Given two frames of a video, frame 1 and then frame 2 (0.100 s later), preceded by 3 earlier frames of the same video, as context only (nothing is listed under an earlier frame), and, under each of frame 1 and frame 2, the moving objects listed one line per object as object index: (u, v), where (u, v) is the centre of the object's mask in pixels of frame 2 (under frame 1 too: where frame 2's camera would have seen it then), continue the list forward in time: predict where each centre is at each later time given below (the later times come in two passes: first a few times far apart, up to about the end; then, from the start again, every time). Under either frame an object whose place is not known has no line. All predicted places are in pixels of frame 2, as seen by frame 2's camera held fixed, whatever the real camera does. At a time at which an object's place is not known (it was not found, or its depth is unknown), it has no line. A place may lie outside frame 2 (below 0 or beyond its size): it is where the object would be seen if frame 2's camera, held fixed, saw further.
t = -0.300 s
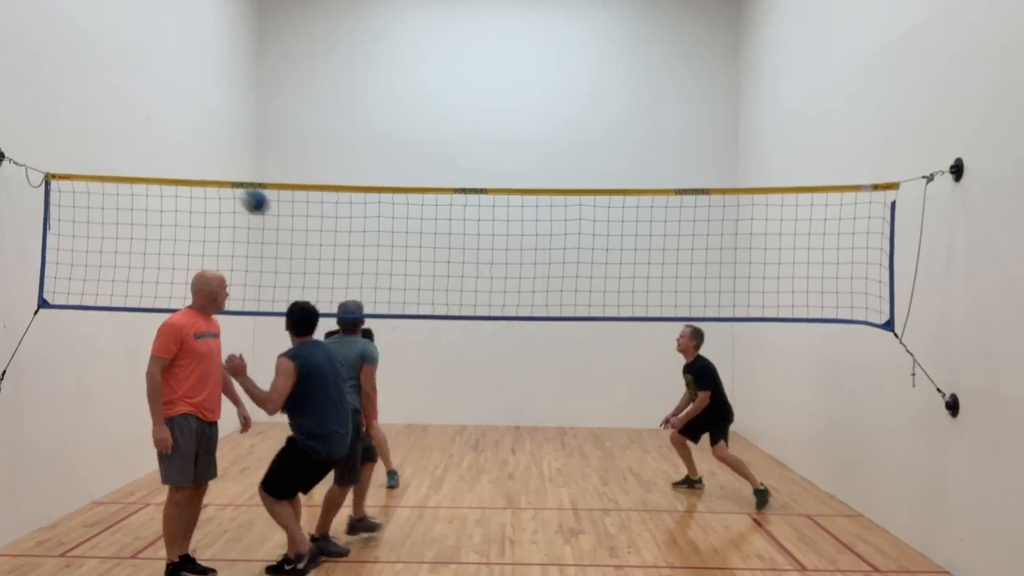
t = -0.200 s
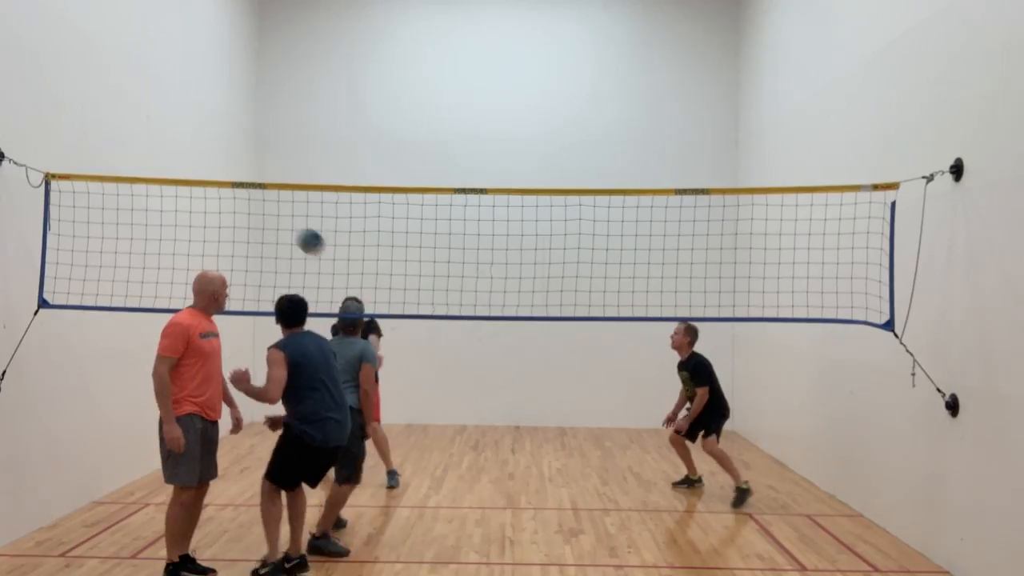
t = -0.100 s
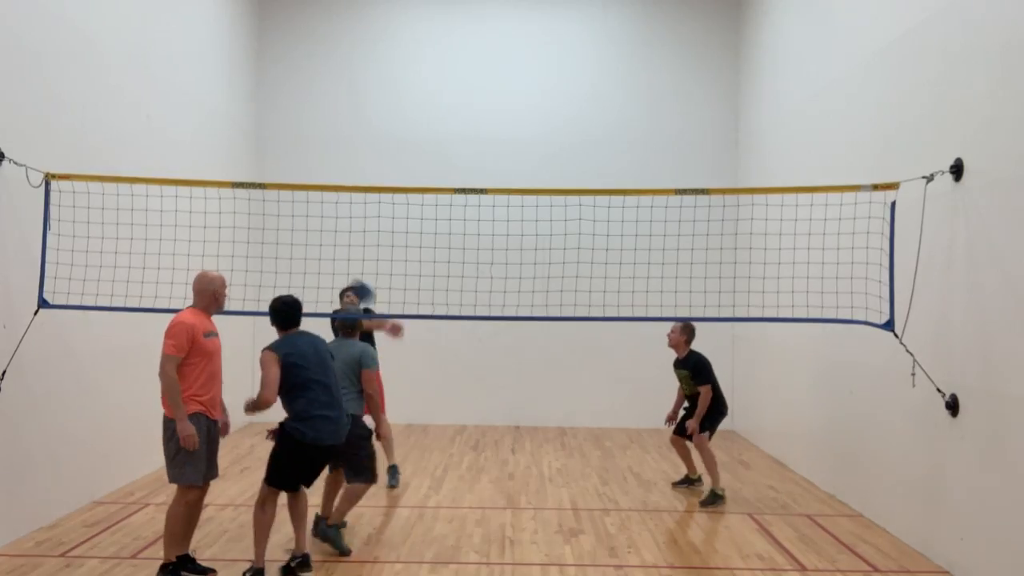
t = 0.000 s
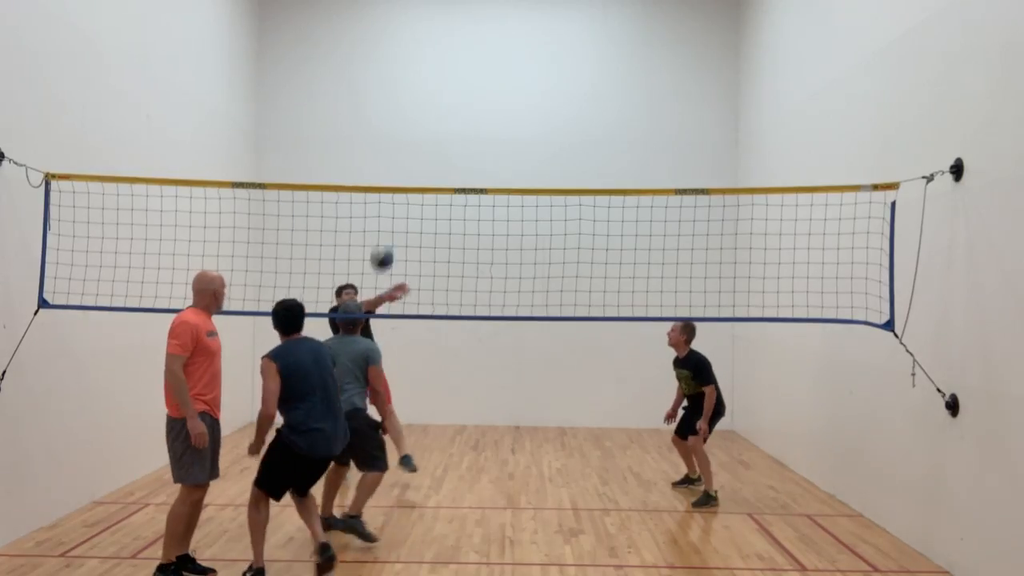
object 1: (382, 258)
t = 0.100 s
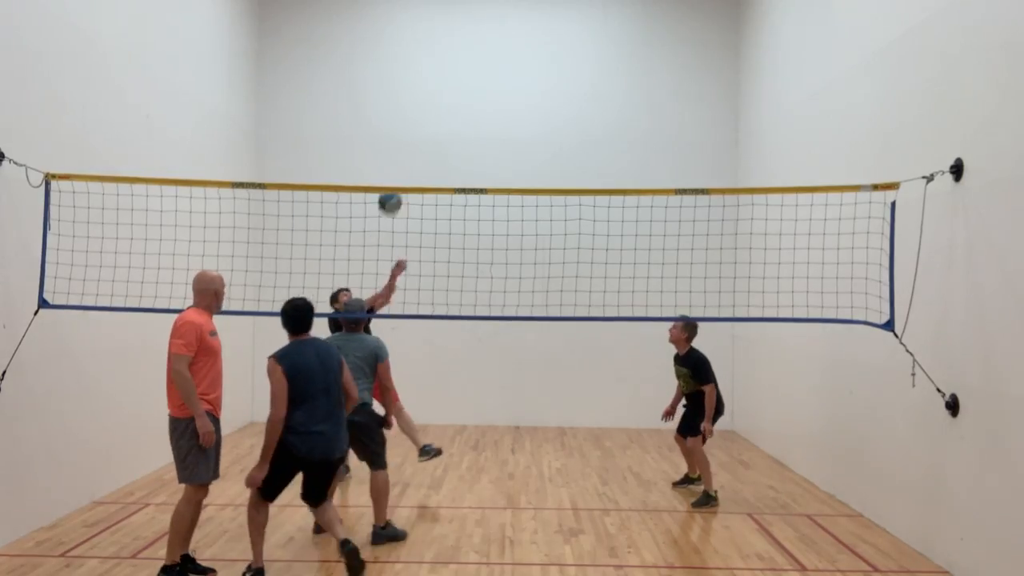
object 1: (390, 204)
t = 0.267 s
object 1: (402, 133)
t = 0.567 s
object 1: (424, 84)
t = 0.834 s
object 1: (441, 123)
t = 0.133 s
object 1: (392, 183)
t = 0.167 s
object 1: (395, 171)
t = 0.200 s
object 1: (397, 157)
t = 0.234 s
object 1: (400, 145)
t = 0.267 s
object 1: (402, 133)
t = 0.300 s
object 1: (405, 123)
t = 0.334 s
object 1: (407, 113)
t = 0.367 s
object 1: (409, 105)
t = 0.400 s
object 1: (412, 99)
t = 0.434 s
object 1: (414, 93)
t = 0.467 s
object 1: (417, 89)
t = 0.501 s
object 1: (419, 86)
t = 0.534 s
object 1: (421, 84)
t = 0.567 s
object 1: (424, 84)
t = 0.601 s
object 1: (426, 84)
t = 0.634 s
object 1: (428, 85)
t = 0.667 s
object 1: (430, 88)
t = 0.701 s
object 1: (432, 93)
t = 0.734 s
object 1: (435, 98)
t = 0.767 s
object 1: (437, 105)
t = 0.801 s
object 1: (439, 113)
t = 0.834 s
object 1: (441, 123)
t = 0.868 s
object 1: (443, 133)
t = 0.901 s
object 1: (445, 145)
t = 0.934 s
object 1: (447, 158)
